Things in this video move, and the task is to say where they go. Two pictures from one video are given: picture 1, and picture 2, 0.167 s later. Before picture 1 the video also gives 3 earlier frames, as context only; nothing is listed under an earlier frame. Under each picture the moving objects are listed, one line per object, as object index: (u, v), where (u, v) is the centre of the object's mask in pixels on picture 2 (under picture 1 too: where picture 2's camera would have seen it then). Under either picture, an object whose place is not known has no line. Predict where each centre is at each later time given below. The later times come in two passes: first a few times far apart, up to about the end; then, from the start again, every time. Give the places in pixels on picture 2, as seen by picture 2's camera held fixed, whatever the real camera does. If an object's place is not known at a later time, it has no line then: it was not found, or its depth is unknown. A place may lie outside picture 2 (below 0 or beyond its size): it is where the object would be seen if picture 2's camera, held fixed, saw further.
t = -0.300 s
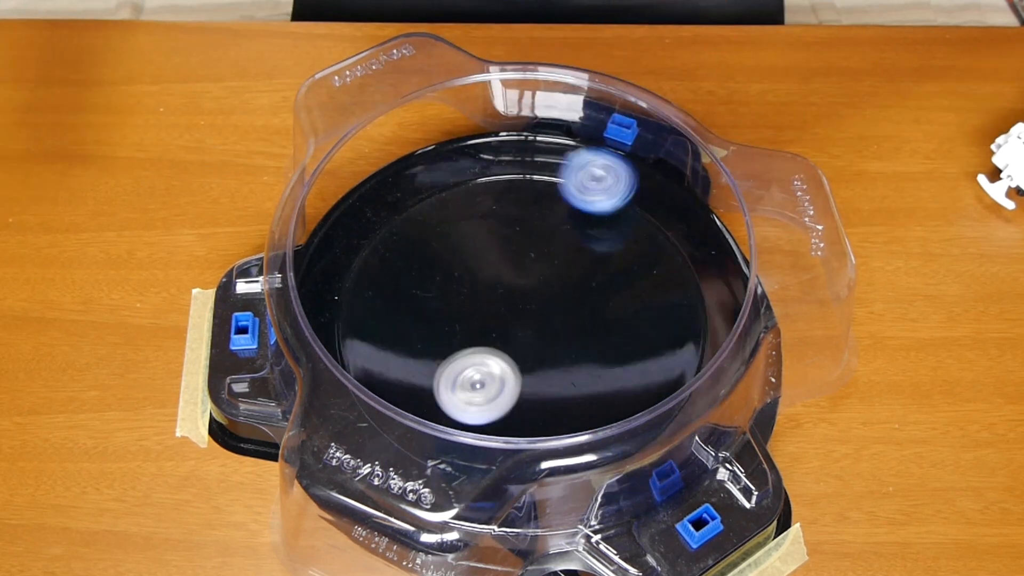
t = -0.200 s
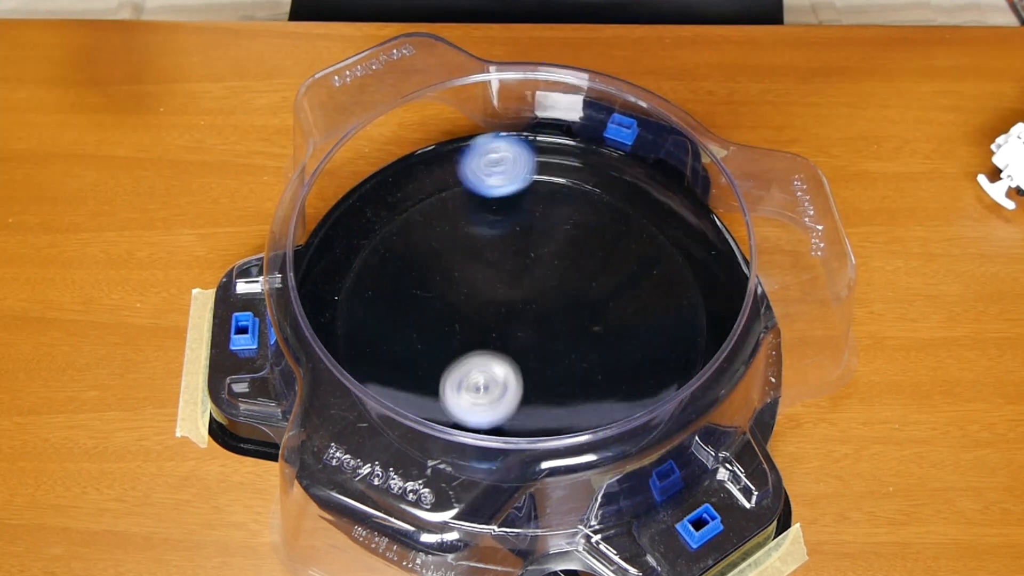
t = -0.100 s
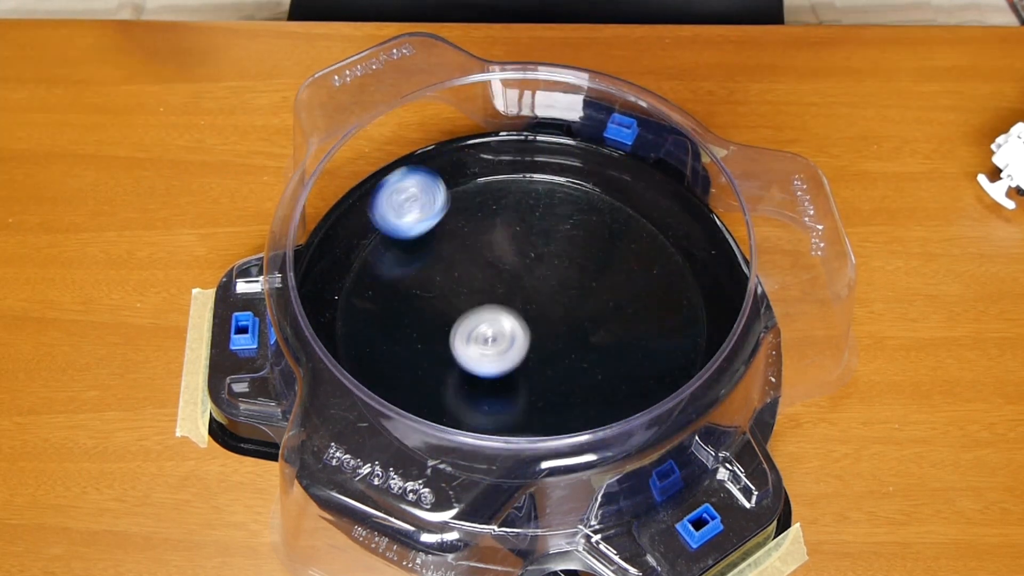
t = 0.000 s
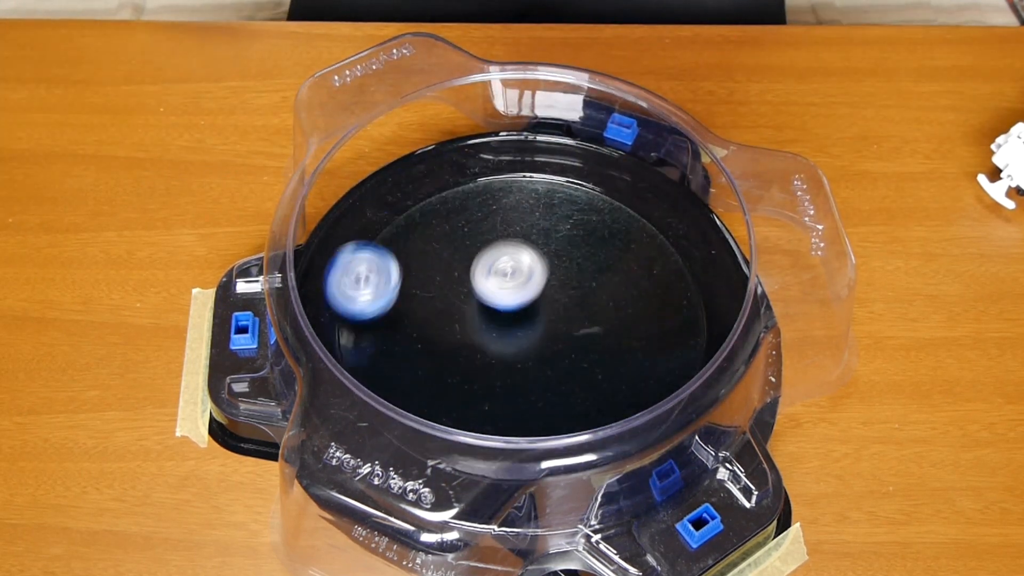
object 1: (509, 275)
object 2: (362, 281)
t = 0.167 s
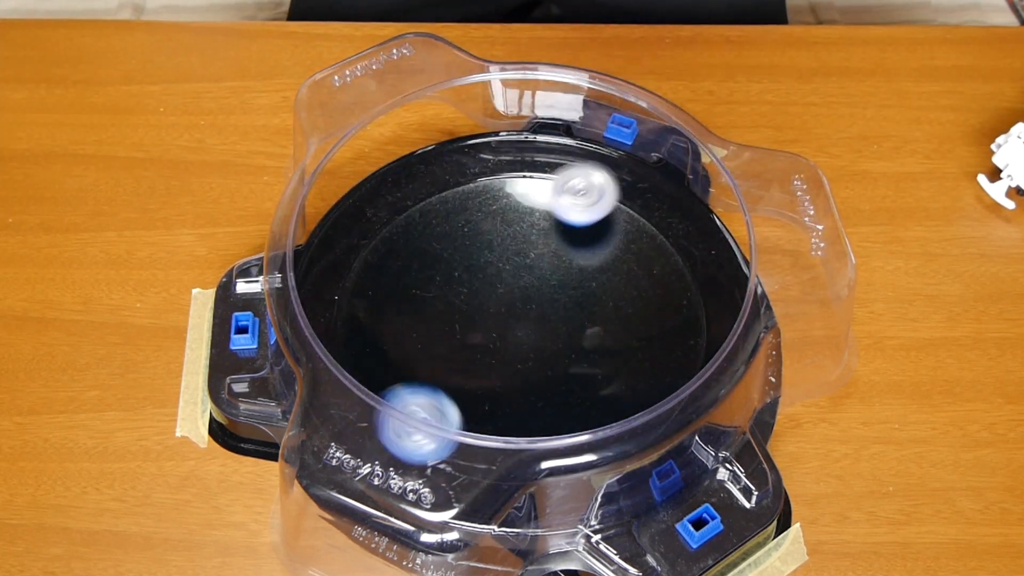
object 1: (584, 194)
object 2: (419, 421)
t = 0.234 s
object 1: (617, 185)
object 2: (487, 451)
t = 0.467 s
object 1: (648, 299)
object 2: (693, 389)
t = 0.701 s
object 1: (490, 168)
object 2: (478, 403)
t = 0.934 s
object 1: (438, 230)
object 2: (378, 298)
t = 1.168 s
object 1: (533, 348)
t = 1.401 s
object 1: (582, 395)
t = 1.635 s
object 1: (544, 388)
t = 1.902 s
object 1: (447, 327)
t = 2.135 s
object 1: (438, 332)
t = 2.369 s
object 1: (541, 410)
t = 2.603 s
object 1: (573, 398)
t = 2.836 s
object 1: (545, 328)
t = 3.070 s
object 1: (545, 279)
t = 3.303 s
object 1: (580, 290)
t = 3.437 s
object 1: (606, 313)
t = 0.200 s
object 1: (601, 187)
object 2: (449, 444)
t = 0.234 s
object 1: (617, 185)
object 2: (487, 451)
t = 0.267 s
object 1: (630, 191)
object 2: (525, 451)
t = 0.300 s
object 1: (639, 207)
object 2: (563, 446)
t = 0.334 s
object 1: (647, 226)
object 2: (599, 436)
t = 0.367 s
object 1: (654, 248)
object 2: (630, 424)
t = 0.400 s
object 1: (659, 273)
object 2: (654, 405)
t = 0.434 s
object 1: (663, 300)
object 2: (672, 382)
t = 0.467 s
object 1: (648, 299)
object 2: (693, 389)
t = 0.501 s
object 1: (623, 277)
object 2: (682, 393)
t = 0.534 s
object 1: (598, 257)
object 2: (648, 394)
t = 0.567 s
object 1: (574, 238)
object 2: (613, 404)
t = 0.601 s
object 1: (550, 221)
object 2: (576, 422)
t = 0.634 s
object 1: (526, 199)
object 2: (541, 414)
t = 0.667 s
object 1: (507, 182)
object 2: (510, 407)
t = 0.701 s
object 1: (490, 168)
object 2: (478, 403)
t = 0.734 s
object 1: (476, 160)
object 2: (452, 389)
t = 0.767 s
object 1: (465, 161)
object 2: (429, 376)
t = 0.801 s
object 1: (454, 172)
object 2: (412, 359)
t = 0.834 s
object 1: (448, 178)
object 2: (398, 340)
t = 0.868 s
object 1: (442, 193)
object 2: (388, 326)
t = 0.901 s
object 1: (440, 209)
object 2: (381, 311)
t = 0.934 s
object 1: (438, 230)
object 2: (378, 298)
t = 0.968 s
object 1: (441, 247)
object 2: (377, 287)
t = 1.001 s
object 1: (452, 267)
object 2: (371, 283)
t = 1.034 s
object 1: (466, 284)
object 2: (364, 281)
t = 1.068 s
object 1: (483, 301)
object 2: (360, 283)
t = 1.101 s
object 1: (500, 319)
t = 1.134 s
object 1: (516, 333)
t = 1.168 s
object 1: (533, 348)
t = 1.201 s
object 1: (547, 359)
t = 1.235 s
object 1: (560, 371)
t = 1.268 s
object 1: (571, 380)
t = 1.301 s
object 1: (579, 387)
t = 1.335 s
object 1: (583, 391)
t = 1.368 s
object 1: (584, 394)
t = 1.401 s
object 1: (582, 395)
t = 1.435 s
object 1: (577, 395)
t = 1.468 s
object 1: (569, 392)
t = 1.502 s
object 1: (565, 392)
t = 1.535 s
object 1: (564, 393)
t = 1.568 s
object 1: (560, 393)
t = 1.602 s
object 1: (553, 391)
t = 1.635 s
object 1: (544, 388)
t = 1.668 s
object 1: (534, 382)
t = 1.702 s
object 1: (522, 376)
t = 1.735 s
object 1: (510, 369)
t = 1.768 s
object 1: (497, 361)
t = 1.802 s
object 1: (483, 352)
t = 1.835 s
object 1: (471, 344)
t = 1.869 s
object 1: (459, 335)
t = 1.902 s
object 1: (447, 327)
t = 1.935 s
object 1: (437, 319)
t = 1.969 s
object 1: (426, 312)
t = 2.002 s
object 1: (416, 304)
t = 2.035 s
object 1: (408, 296)
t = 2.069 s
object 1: (410, 297)
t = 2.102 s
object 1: (424, 314)
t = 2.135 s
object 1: (438, 332)
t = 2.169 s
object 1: (453, 348)
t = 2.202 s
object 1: (468, 364)
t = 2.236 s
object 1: (485, 379)
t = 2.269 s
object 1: (501, 391)
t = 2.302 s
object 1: (517, 402)
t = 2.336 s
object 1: (530, 408)
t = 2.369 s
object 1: (541, 410)
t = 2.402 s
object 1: (552, 413)
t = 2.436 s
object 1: (559, 412)
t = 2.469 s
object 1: (566, 412)
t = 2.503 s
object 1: (570, 410)
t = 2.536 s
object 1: (572, 407)
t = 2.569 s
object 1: (574, 403)
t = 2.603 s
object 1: (573, 398)
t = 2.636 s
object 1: (571, 390)
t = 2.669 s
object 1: (567, 381)
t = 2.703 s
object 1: (563, 370)
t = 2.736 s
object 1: (558, 360)
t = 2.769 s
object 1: (554, 349)
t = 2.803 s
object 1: (549, 339)
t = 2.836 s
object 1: (545, 328)
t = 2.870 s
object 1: (542, 318)
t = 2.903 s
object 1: (540, 309)
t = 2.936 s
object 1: (539, 301)
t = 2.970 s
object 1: (539, 293)
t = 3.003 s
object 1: (540, 287)
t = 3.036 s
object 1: (542, 282)
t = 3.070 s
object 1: (545, 279)
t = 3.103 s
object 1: (548, 277)
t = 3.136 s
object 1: (552, 276)
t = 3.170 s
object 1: (557, 277)
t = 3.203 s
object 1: (562, 278)
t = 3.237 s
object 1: (568, 281)
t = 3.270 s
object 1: (574, 285)
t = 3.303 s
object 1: (580, 290)
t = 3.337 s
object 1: (587, 295)
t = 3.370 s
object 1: (594, 301)
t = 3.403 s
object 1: (600, 307)
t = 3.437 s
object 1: (606, 313)
